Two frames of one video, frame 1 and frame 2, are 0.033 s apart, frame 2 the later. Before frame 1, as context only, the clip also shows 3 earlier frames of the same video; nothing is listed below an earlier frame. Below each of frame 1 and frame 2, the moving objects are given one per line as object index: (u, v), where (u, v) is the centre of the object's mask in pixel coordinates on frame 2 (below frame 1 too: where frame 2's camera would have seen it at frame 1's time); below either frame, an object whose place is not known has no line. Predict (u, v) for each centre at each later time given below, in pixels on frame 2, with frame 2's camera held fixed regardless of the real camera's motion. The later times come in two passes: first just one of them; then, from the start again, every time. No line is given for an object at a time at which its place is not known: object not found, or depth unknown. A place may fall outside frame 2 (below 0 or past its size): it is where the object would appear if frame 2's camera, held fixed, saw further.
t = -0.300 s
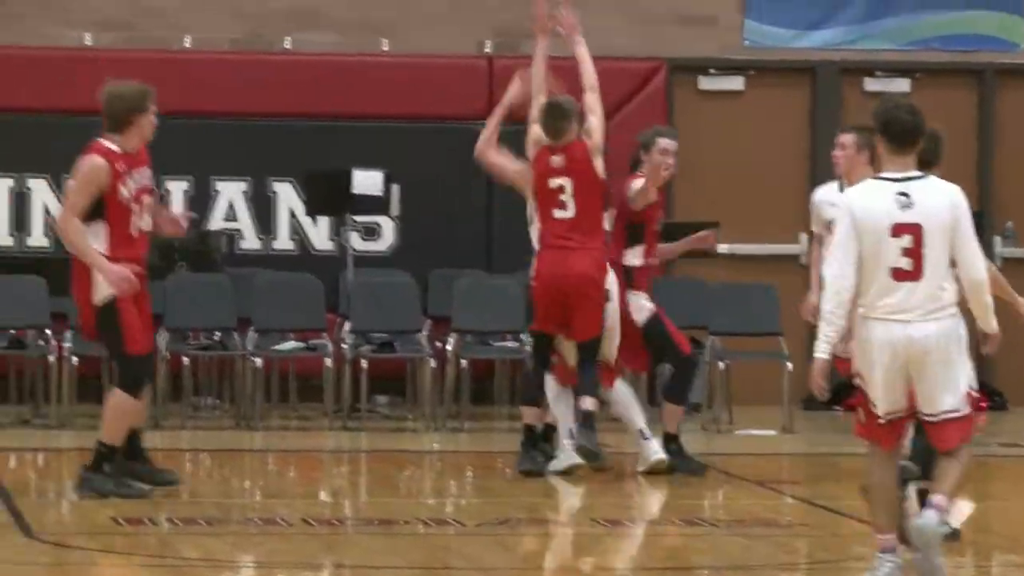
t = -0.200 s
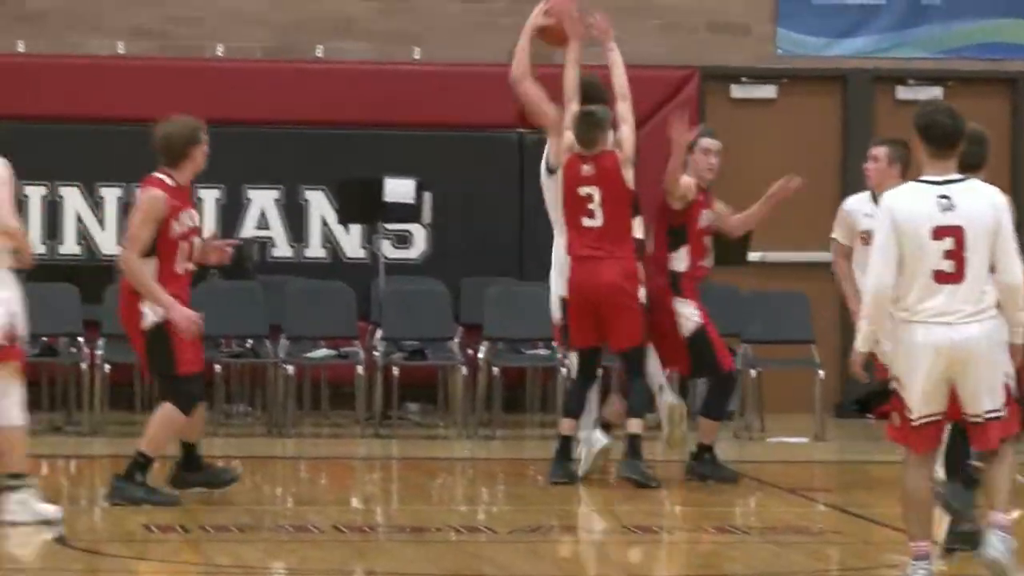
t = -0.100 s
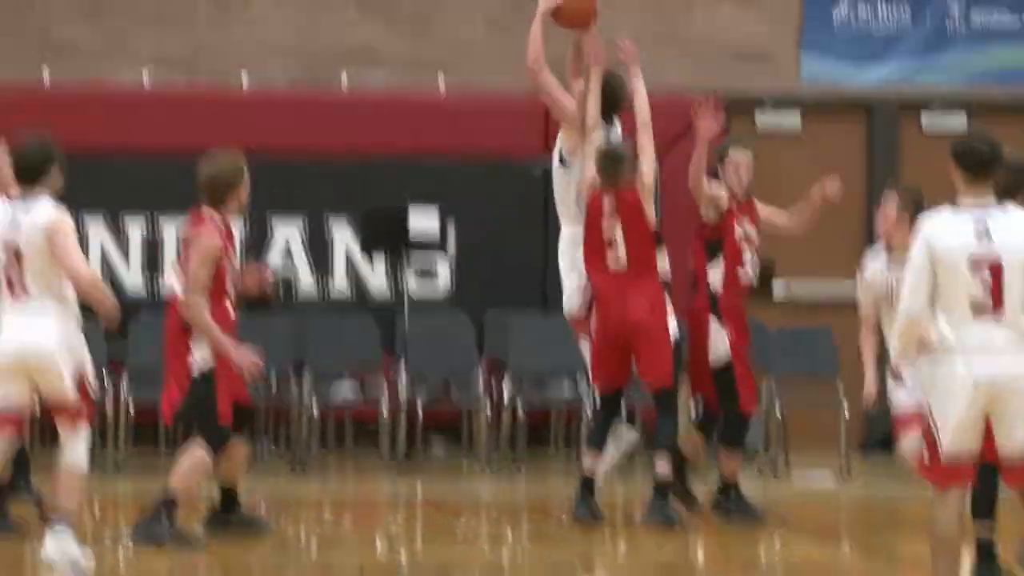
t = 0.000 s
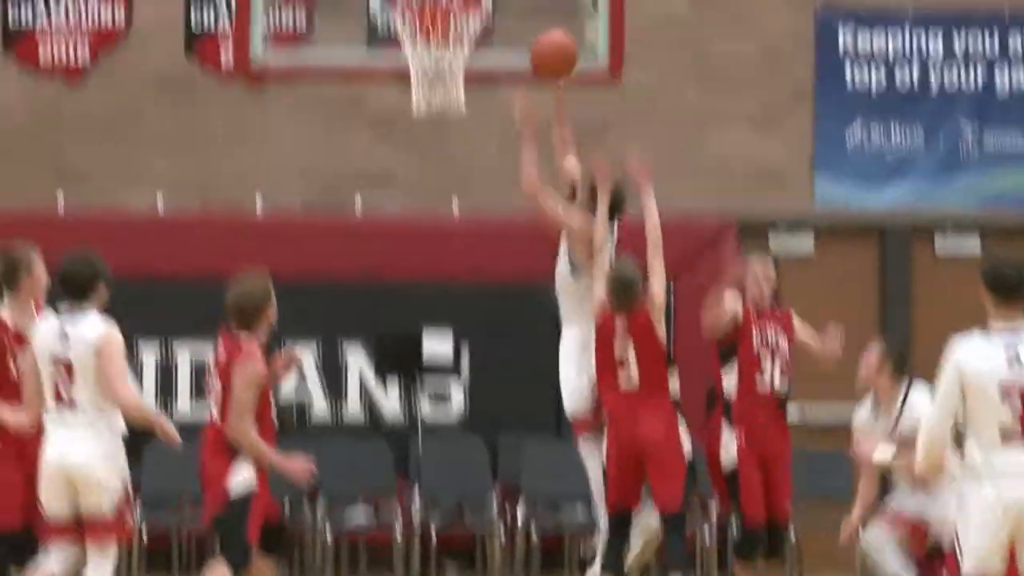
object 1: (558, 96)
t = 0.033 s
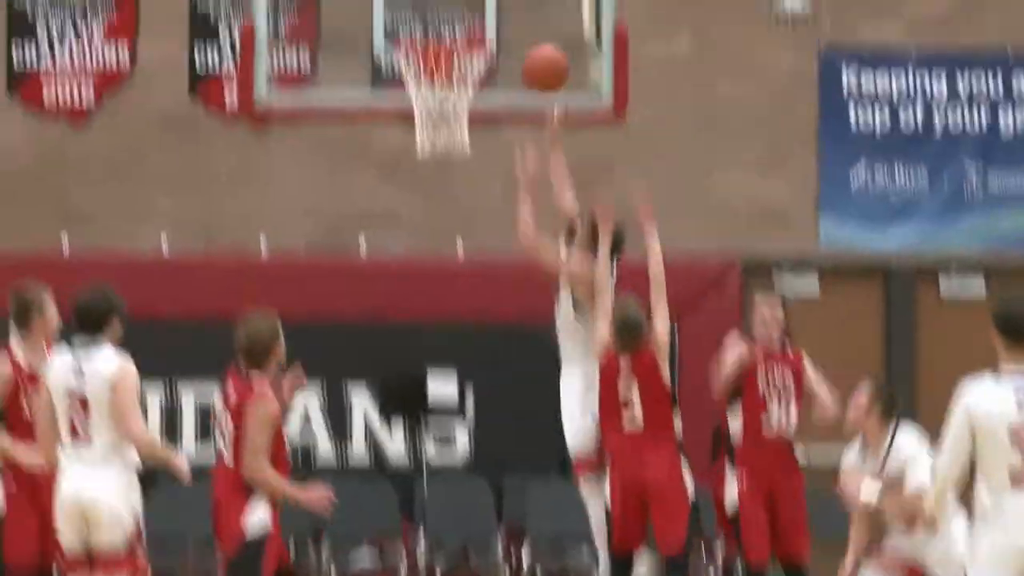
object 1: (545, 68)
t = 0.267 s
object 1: (470, -33)
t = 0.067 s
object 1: (532, 44)
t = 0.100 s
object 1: (519, 22)
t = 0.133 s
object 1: (507, 4)
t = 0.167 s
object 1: (494, -11)
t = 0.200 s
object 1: (481, -23)
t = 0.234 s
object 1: (476, -29)
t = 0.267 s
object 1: (470, -33)
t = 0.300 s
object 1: (465, -33)
